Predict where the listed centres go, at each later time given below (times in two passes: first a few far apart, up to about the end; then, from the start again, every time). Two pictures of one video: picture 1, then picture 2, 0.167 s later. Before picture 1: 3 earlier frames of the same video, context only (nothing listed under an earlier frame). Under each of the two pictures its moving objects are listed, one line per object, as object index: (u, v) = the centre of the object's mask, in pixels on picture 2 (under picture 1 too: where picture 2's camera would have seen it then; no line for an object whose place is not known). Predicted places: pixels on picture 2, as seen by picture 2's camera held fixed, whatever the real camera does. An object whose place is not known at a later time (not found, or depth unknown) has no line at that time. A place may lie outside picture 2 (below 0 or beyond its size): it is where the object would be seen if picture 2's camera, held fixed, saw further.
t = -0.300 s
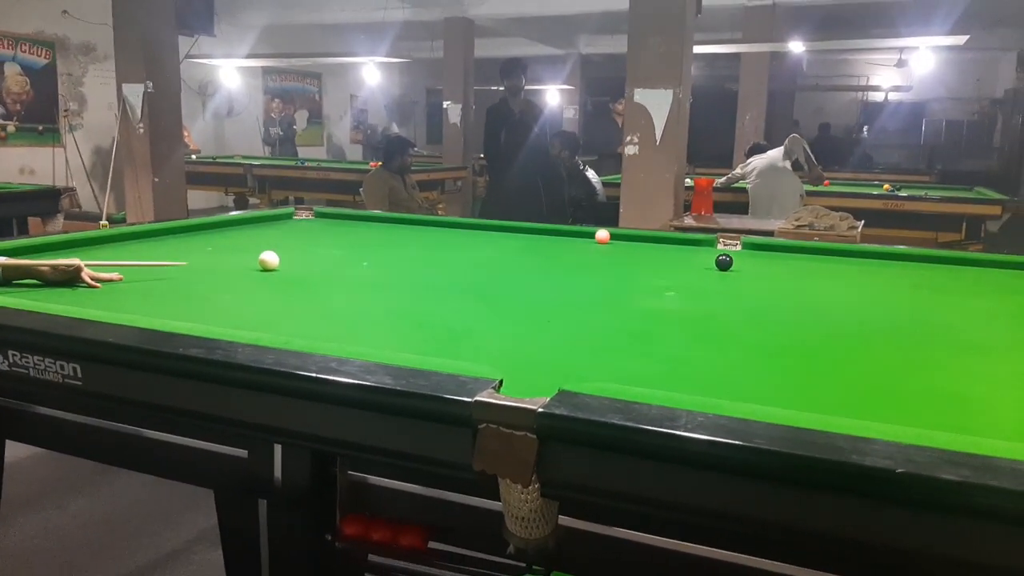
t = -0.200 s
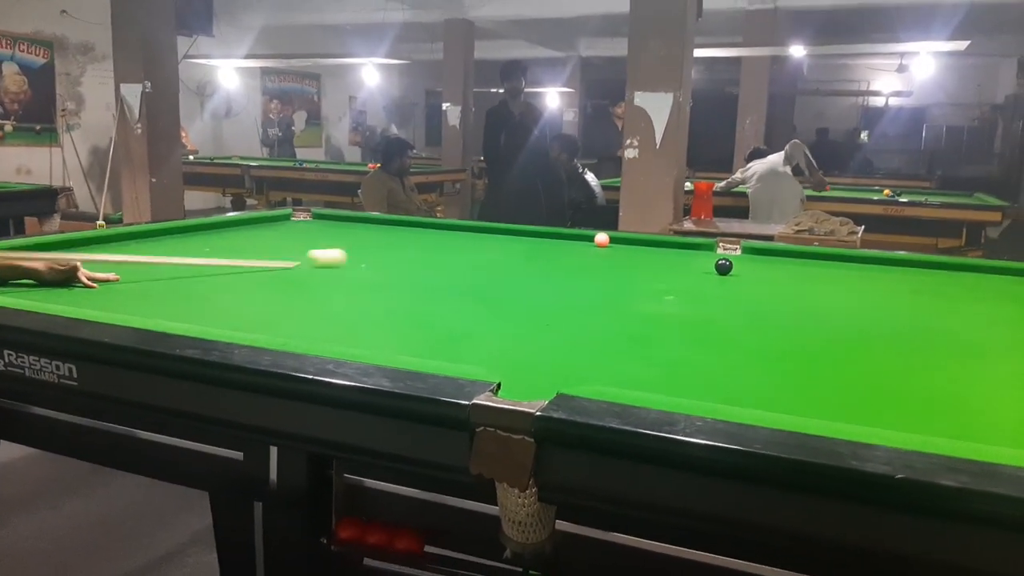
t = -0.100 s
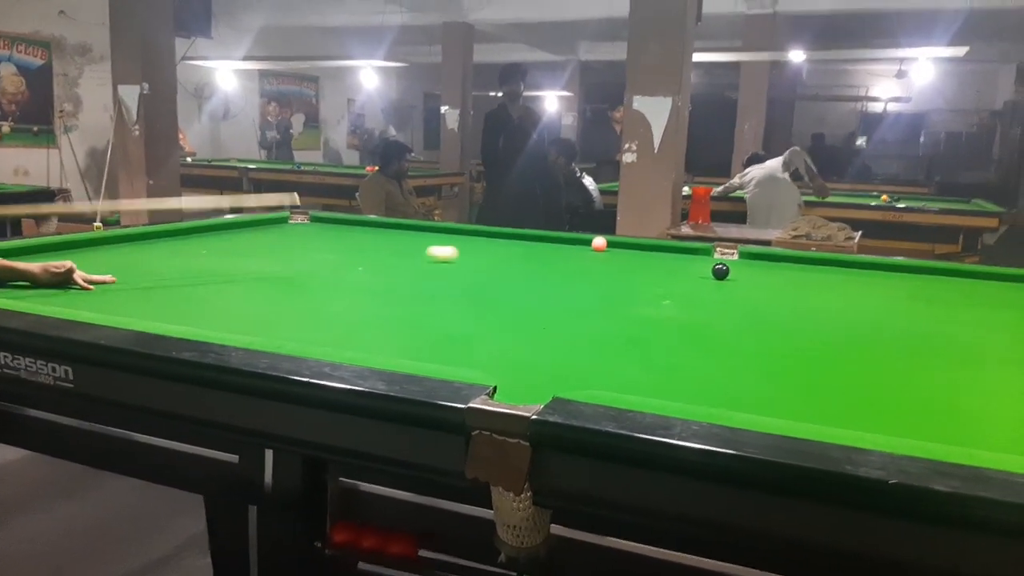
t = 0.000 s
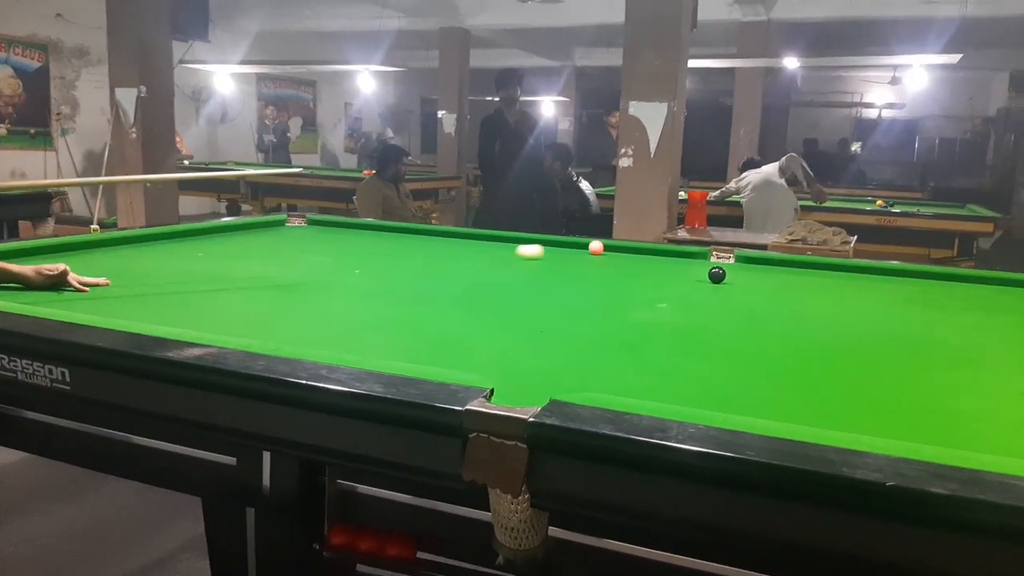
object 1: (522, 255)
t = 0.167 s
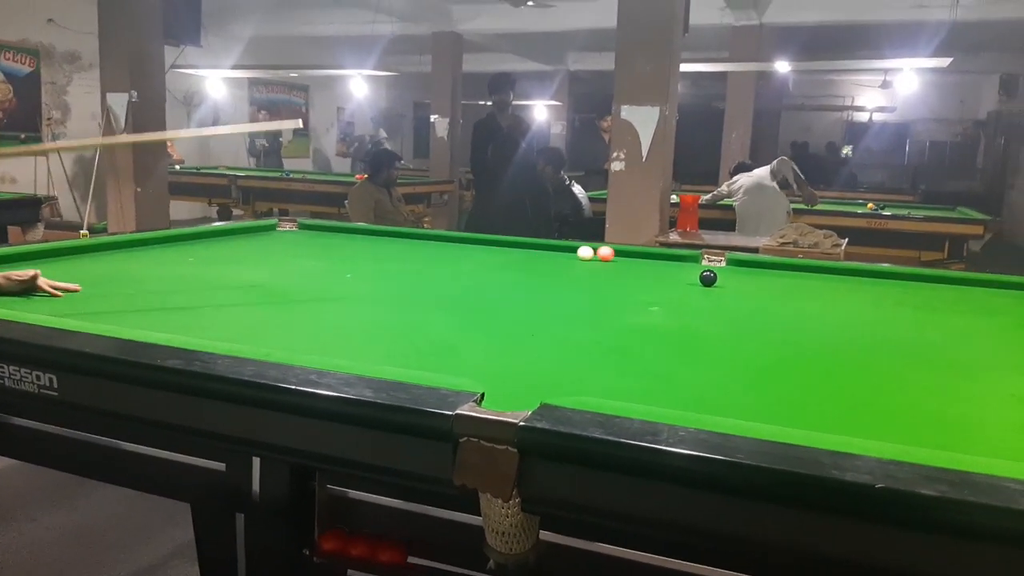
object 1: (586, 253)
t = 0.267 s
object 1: (573, 254)
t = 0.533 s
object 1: (550, 258)
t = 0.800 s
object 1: (525, 261)
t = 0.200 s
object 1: (581, 254)
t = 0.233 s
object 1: (577, 254)
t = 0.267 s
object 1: (573, 254)
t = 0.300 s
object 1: (571, 255)
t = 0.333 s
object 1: (568, 255)
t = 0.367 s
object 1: (565, 256)
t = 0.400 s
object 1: (562, 256)
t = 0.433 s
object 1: (559, 256)
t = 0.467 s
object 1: (556, 257)
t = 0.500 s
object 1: (553, 257)
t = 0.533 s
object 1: (550, 258)
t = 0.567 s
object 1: (547, 258)
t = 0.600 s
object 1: (544, 259)
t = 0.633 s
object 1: (541, 259)
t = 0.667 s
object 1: (538, 259)
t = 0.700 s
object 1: (535, 260)
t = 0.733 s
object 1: (532, 260)
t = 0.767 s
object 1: (528, 260)
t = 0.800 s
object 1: (525, 261)
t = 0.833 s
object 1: (522, 261)
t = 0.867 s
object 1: (519, 262)
